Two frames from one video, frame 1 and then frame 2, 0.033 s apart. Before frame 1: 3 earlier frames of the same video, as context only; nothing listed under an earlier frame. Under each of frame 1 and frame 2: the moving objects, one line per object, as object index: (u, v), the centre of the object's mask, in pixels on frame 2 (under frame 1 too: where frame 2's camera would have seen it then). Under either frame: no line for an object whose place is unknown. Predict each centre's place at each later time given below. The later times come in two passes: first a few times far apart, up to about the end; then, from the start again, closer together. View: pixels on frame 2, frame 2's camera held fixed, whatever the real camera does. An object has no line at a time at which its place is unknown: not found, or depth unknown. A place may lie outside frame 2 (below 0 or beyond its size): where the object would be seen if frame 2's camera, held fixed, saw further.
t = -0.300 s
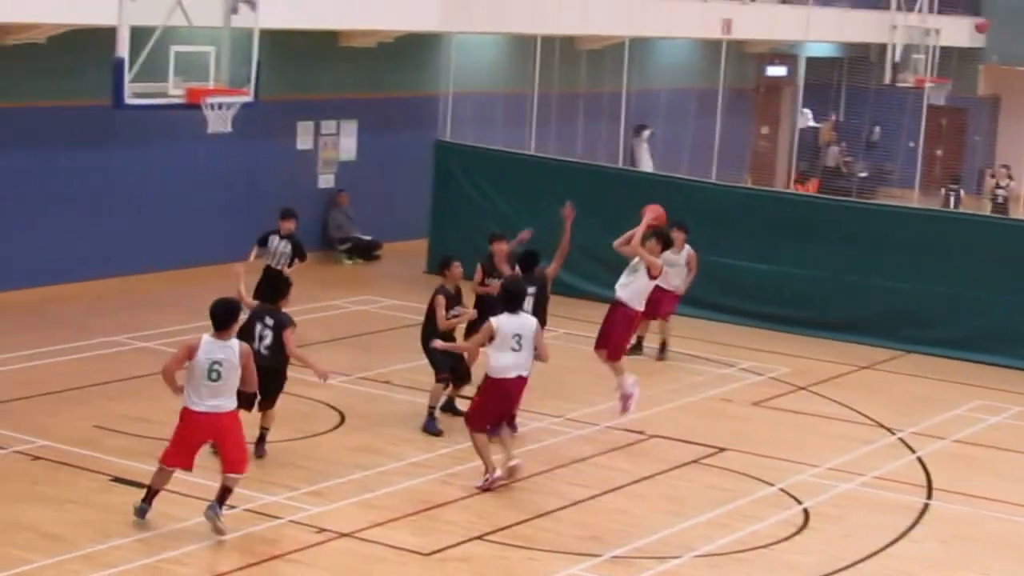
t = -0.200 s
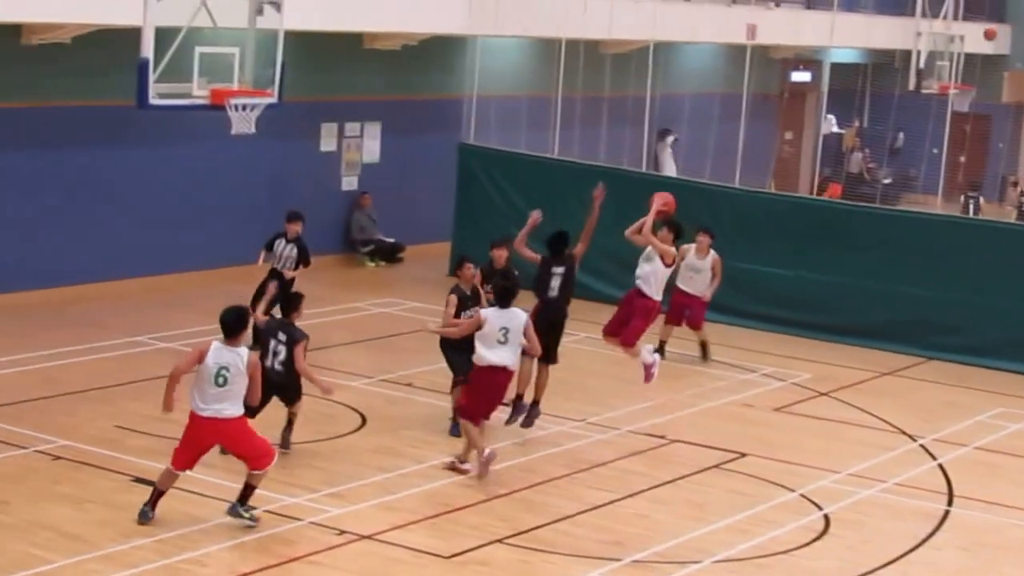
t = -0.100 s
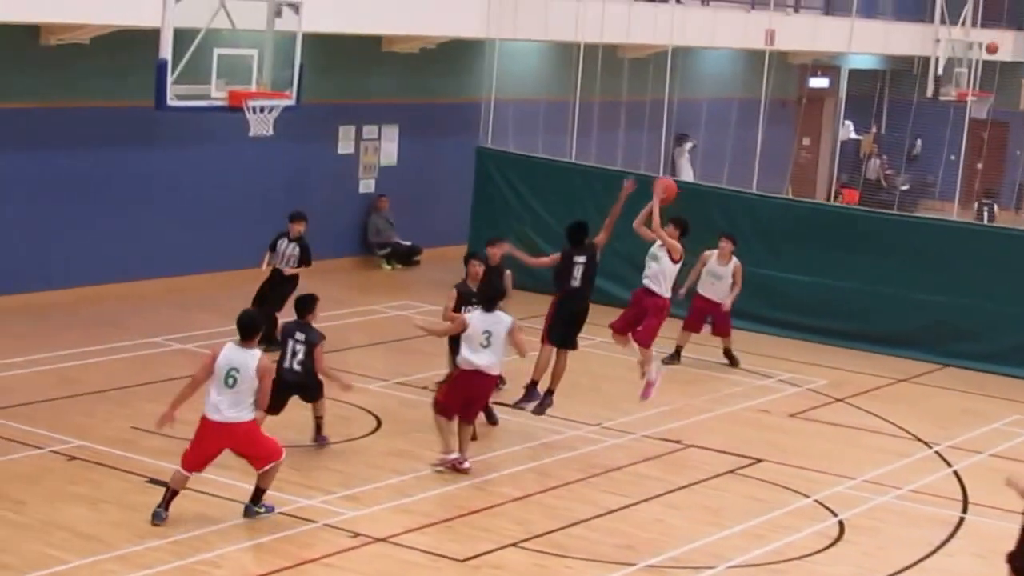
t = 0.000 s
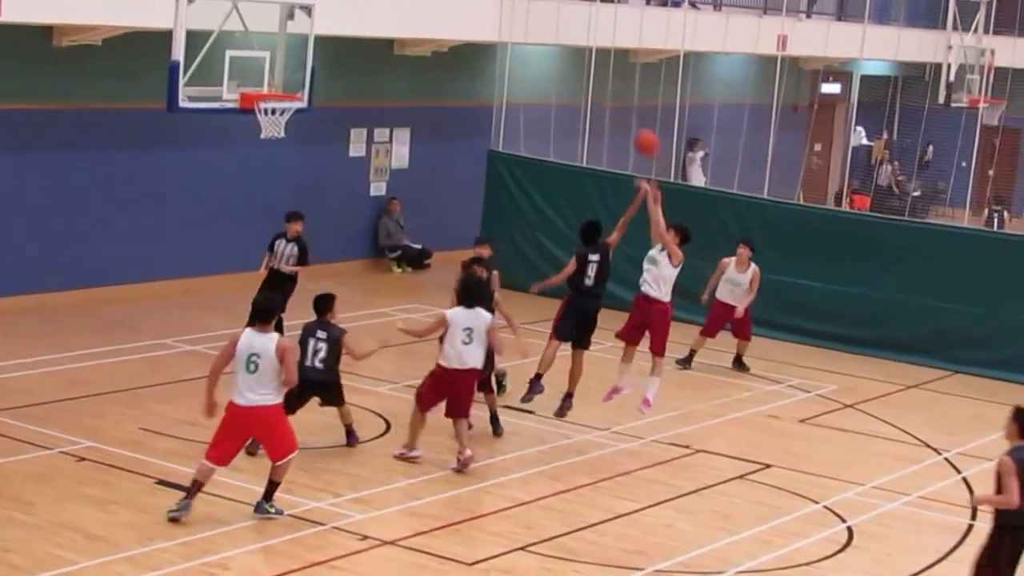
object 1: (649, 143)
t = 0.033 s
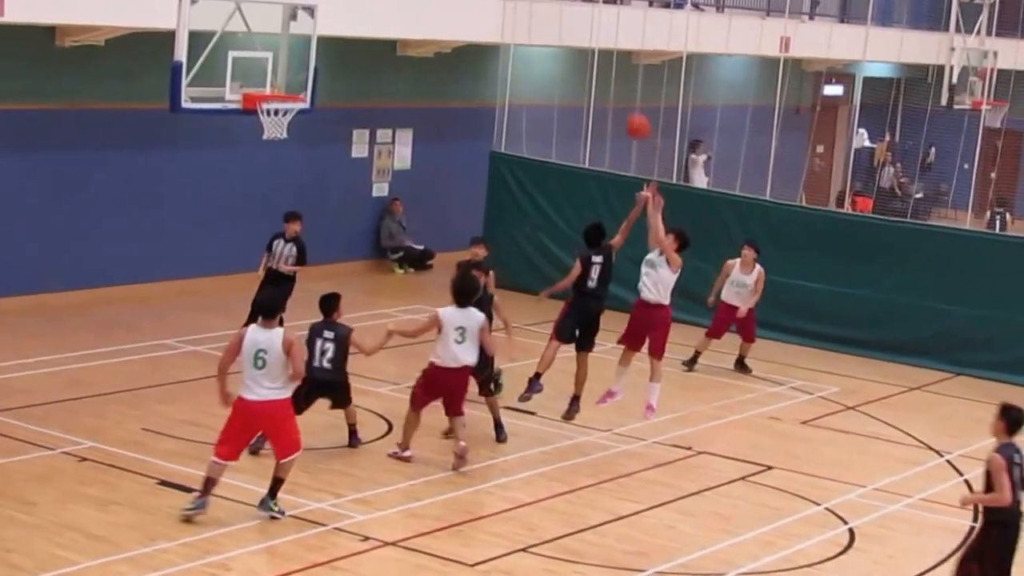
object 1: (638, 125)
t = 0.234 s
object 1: (564, 42)
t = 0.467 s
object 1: (475, -1)
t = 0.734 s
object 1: (368, 17)
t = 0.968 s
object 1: (276, 90)
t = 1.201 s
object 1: (286, 86)
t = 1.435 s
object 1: (256, 96)
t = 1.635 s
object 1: (227, 152)
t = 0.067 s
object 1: (625, 109)
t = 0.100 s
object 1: (613, 94)
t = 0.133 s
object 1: (601, 79)
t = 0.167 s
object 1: (589, 66)
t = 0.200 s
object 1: (577, 54)
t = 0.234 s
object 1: (564, 42)
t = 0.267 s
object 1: (551, 32)
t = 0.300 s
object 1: (538, 24)
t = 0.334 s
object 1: (526, 16)
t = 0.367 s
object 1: (513, 10)
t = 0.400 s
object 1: (500, 5)
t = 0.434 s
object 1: (487, 1)
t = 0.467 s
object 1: (475, -1)
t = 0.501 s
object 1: (461, -2)
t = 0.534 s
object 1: (449, -2)
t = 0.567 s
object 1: (436, -2)
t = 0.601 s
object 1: (422, -1)
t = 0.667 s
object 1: (395, 5)
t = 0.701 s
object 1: (381, 11)
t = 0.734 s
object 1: (368, 17)
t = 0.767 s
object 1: (355, 25)
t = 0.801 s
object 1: (341, 34)
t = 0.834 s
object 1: (328, 43)
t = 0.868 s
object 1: (316, 54)
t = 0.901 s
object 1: (301, 66)
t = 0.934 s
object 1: (288, 79)
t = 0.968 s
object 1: (276, 90)
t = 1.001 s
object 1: (274, 91)
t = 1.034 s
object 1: (274, 93)
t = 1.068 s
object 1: (284, 92)
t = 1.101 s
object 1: (292, 92)
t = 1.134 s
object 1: (292, 91)
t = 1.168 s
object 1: (290, 88)
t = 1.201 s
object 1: (286, 86)
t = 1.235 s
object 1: (282, 84)
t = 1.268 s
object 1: (278, 83)
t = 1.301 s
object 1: (273, 83)
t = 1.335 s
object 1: (269, 85)
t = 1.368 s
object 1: (265, 88)
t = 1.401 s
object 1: (261, 92)
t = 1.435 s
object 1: (256, 96)
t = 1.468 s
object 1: (252, 103)
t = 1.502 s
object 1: (248, 110)
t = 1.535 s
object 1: (242, 119)
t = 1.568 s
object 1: (237, 129)
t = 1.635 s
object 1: (227, 152)
